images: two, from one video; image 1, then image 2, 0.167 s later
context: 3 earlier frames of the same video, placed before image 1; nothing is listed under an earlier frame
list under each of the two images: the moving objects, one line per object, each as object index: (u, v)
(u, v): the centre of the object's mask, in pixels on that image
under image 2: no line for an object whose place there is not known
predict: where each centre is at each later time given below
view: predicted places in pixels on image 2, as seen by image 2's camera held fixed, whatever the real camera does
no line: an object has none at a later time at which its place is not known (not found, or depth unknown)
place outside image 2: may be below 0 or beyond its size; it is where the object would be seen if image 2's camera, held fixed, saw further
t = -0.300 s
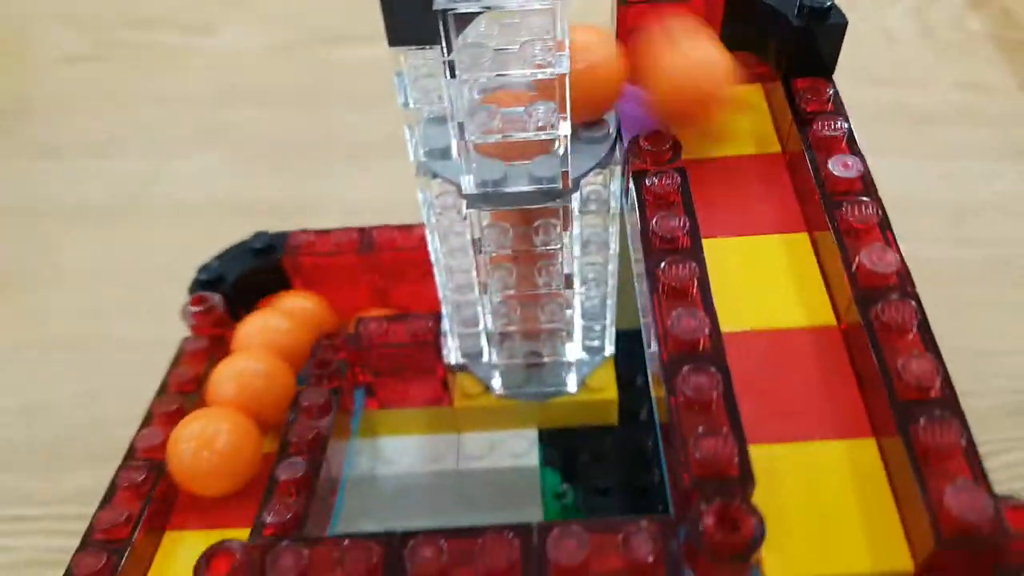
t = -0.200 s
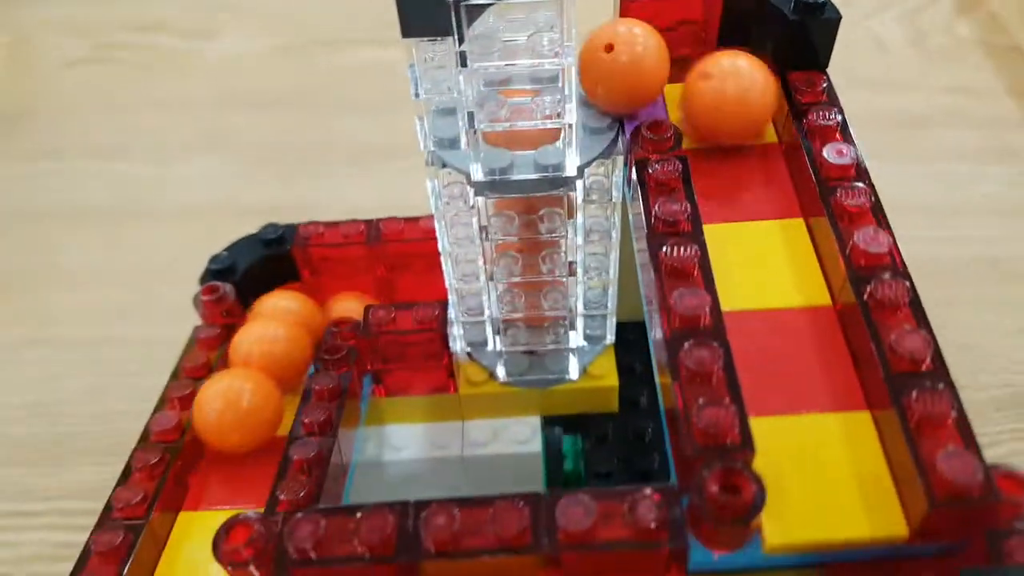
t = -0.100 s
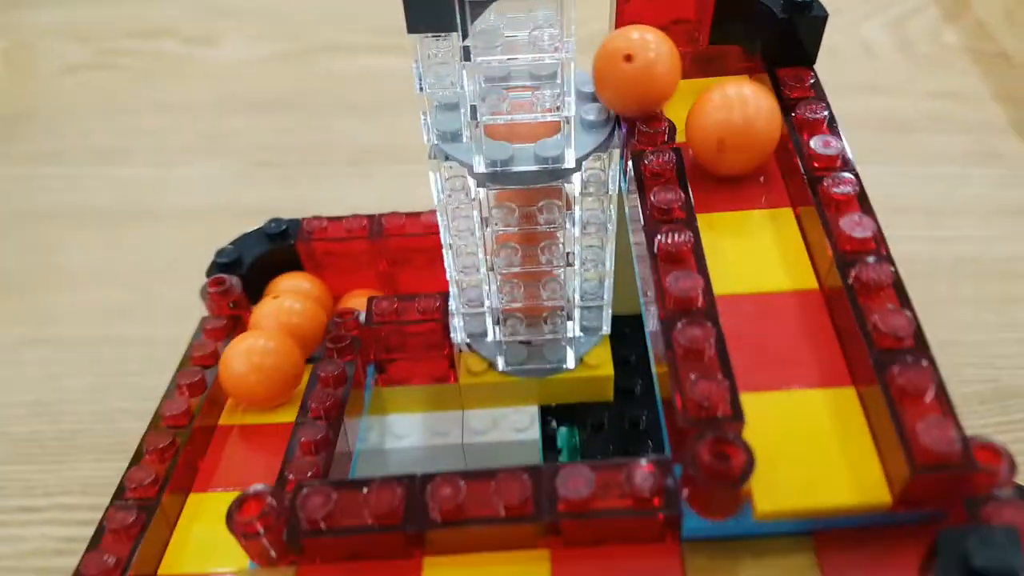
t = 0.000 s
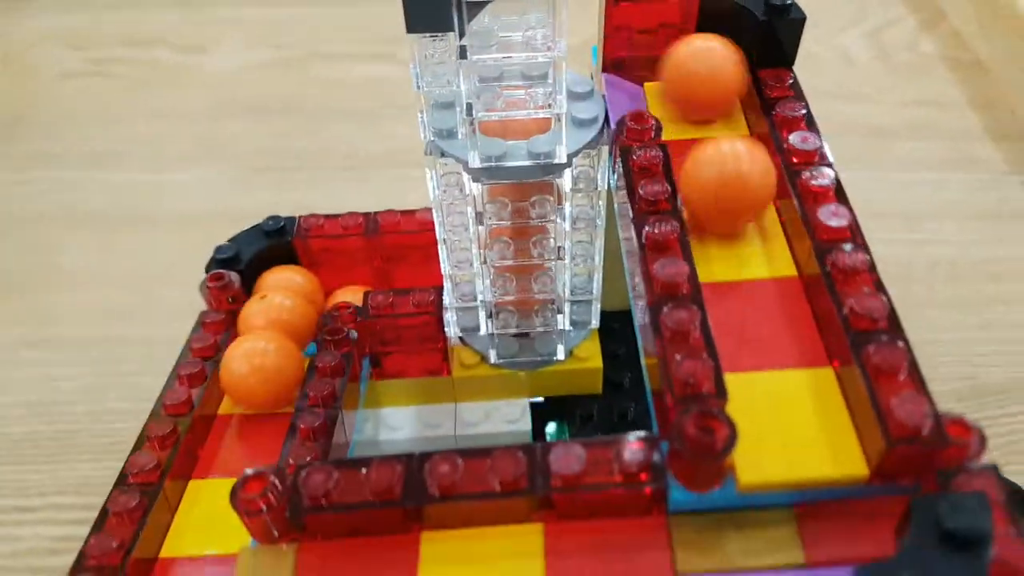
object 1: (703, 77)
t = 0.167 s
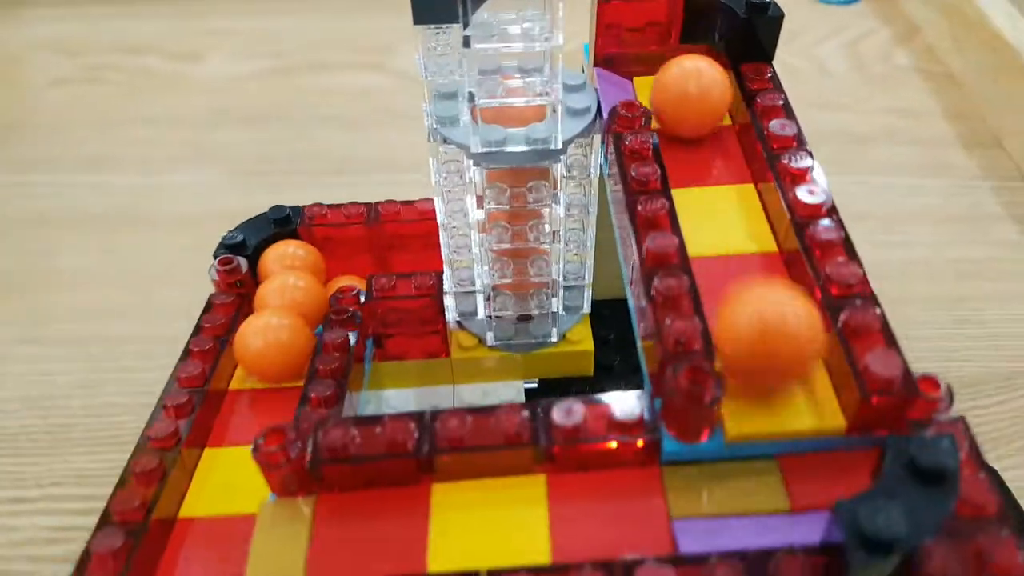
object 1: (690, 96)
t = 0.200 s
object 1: (699, 104)
